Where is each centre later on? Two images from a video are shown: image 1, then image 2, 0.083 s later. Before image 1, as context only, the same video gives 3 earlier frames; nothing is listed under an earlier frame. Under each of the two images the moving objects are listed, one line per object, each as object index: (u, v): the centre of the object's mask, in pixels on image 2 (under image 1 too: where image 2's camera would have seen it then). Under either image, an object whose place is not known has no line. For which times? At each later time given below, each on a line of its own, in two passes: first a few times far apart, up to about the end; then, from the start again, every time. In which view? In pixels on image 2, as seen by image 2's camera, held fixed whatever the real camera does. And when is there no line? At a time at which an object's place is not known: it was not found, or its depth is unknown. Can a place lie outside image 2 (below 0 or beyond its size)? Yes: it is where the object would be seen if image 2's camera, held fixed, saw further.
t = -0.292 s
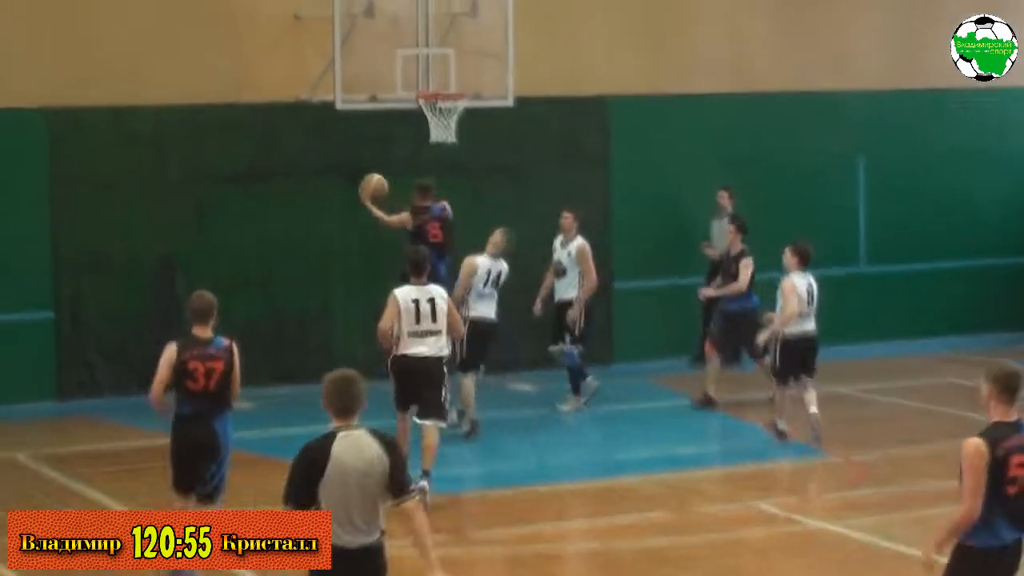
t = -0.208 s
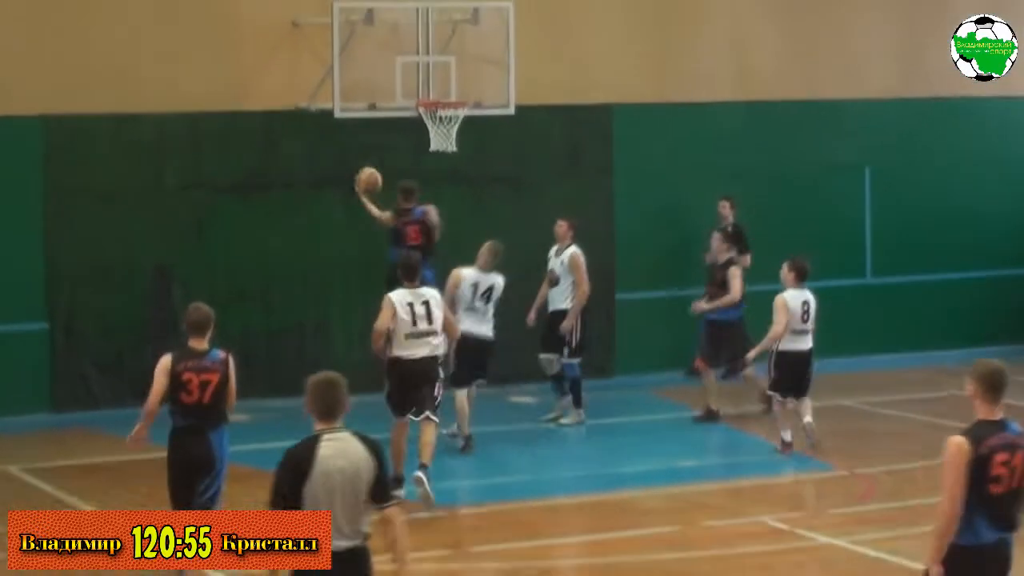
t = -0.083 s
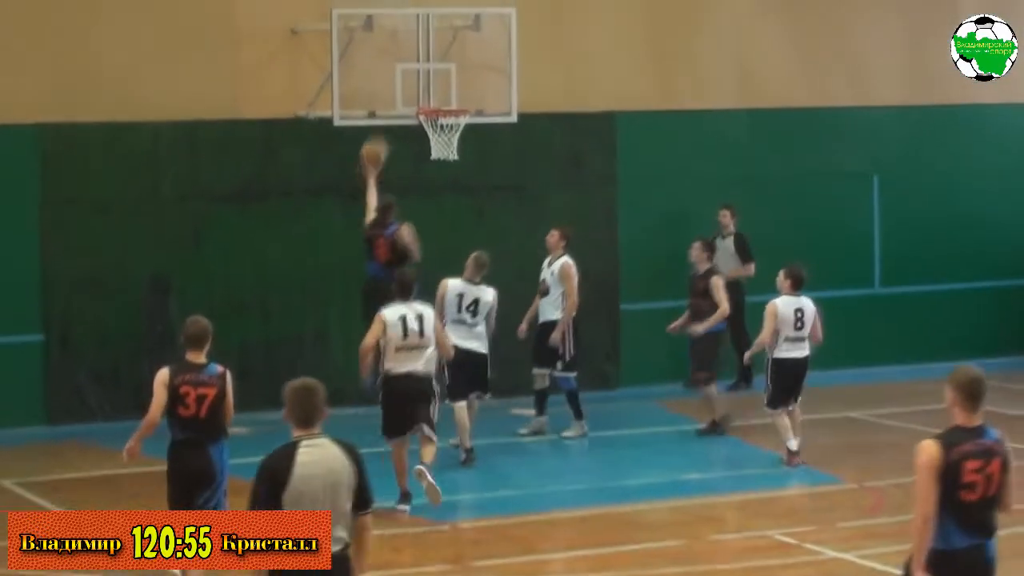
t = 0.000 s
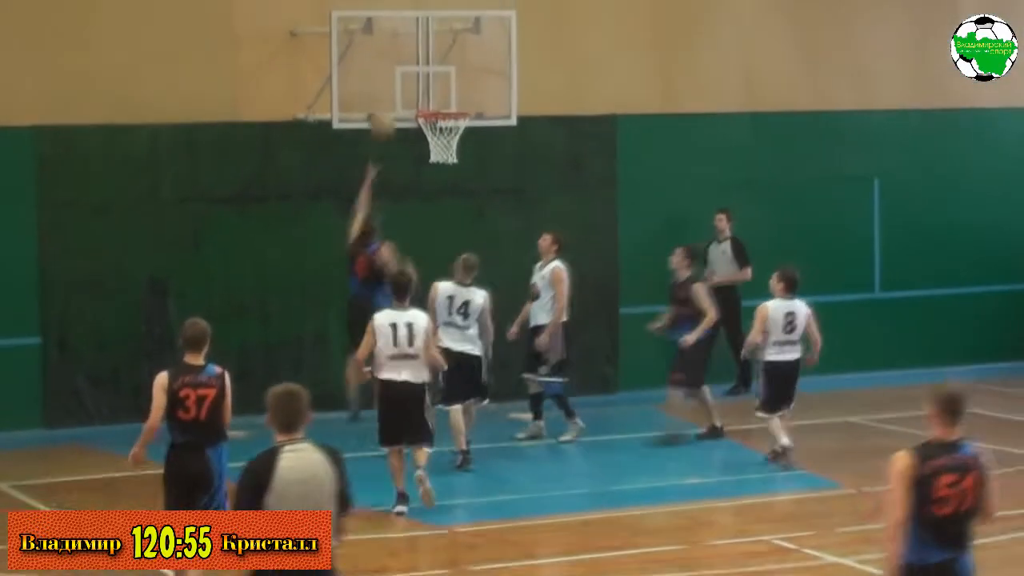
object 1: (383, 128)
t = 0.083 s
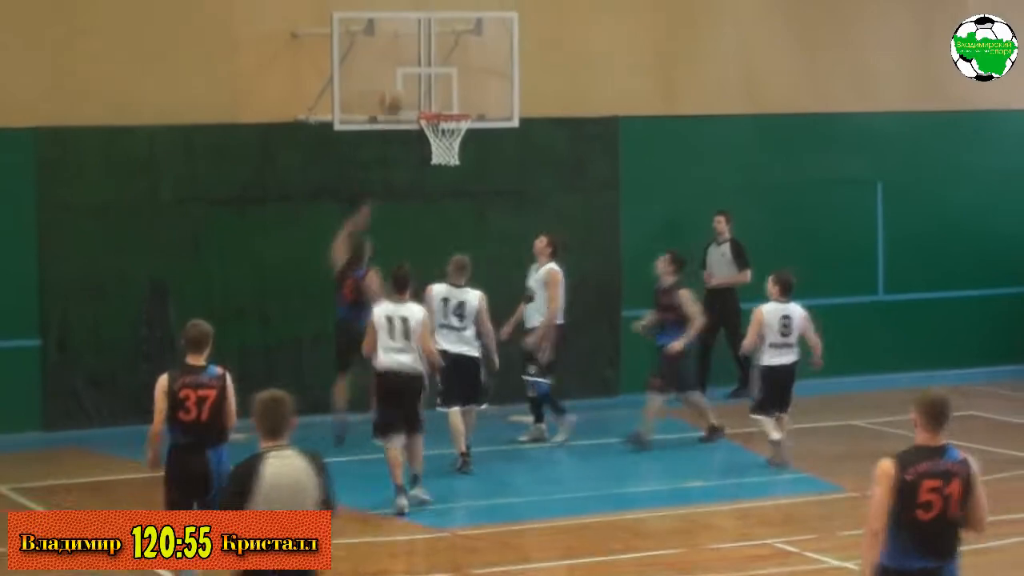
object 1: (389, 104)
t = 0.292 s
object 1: (415, 74)
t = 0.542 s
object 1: (454, 95)
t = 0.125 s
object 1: (395, 95)
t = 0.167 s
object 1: (399, 87)
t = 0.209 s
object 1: (403, 84)
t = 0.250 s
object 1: (409, 78)
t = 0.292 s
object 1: (415, 74)
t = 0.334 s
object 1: (422, 71)
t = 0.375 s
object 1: (428, 72)
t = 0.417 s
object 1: (433, 74)
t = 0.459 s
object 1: (440, 78)
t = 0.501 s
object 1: (447, 85)
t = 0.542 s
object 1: (454, 95)
